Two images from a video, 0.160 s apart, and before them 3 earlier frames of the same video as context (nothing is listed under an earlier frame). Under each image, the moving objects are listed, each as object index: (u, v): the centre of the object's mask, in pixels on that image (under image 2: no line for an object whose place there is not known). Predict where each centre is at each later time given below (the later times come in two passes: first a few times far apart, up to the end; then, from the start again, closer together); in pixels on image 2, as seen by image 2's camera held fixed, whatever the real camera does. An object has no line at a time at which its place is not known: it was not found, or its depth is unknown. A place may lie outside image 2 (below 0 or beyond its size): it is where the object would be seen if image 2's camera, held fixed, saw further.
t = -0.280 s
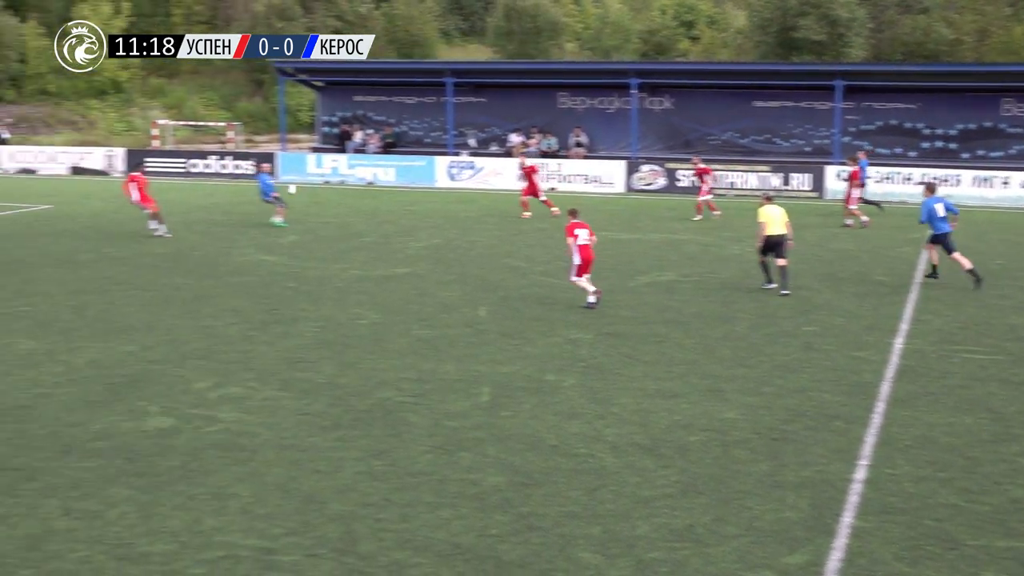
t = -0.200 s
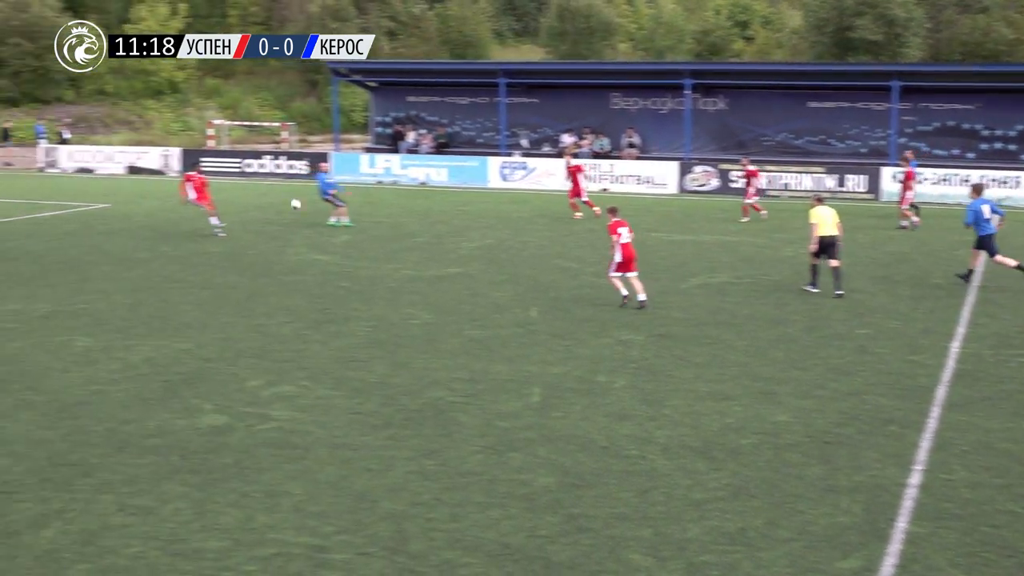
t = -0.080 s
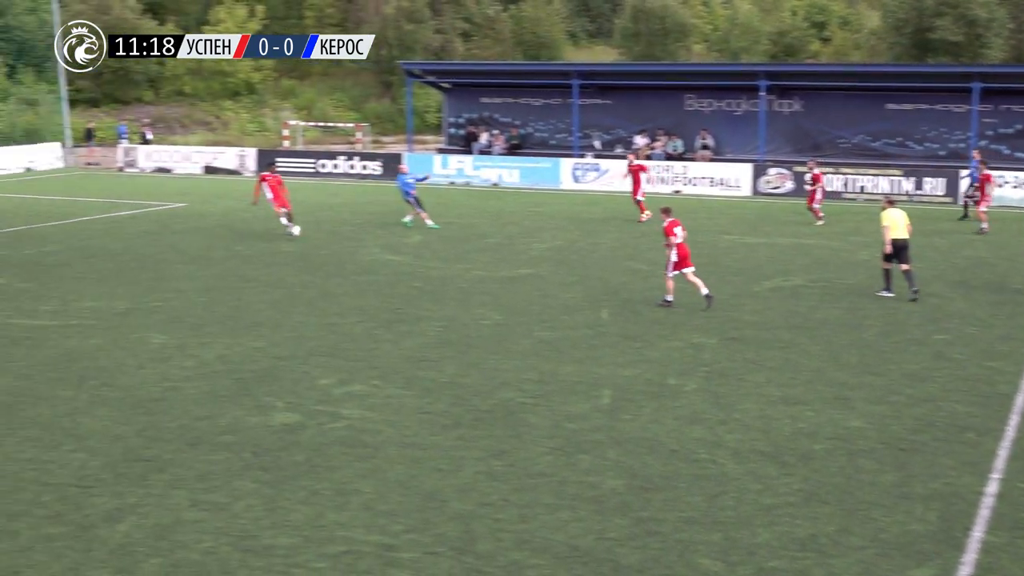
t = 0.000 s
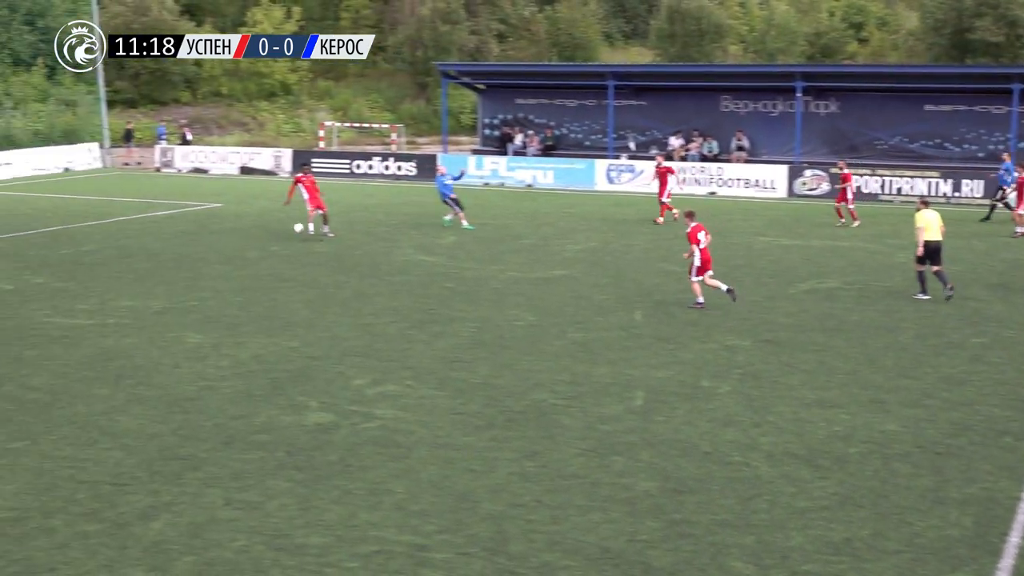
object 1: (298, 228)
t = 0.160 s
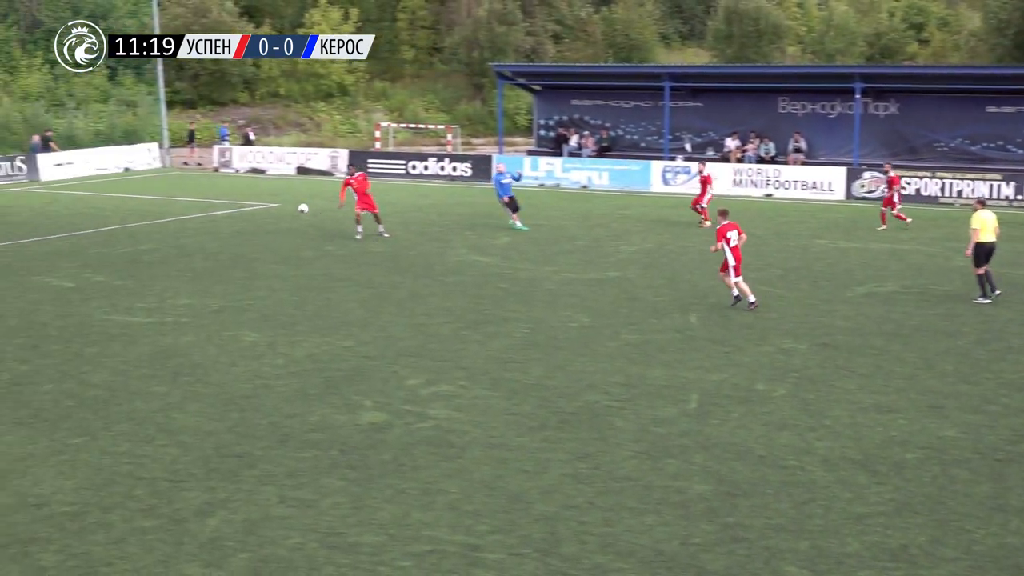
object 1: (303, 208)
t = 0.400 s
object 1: (228, 201)
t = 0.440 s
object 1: (218, 203)
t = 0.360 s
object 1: (239, 200)
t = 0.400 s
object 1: (228, 201)
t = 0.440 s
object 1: (218, 203)
